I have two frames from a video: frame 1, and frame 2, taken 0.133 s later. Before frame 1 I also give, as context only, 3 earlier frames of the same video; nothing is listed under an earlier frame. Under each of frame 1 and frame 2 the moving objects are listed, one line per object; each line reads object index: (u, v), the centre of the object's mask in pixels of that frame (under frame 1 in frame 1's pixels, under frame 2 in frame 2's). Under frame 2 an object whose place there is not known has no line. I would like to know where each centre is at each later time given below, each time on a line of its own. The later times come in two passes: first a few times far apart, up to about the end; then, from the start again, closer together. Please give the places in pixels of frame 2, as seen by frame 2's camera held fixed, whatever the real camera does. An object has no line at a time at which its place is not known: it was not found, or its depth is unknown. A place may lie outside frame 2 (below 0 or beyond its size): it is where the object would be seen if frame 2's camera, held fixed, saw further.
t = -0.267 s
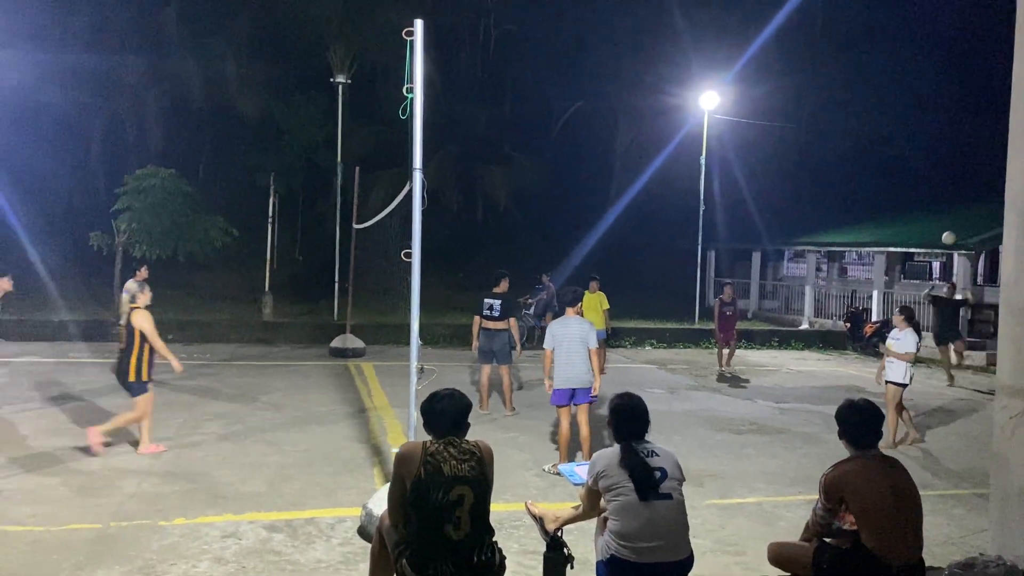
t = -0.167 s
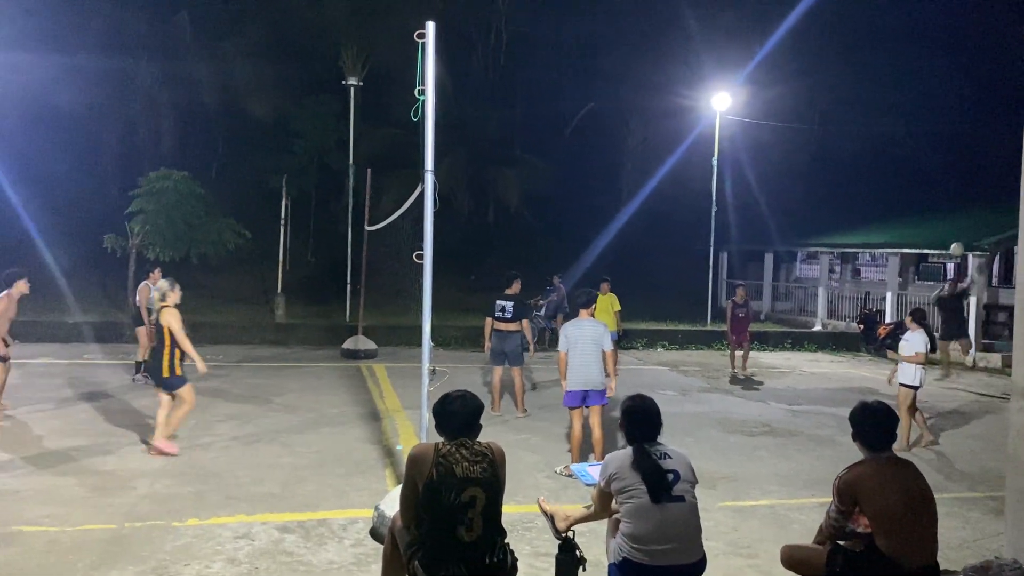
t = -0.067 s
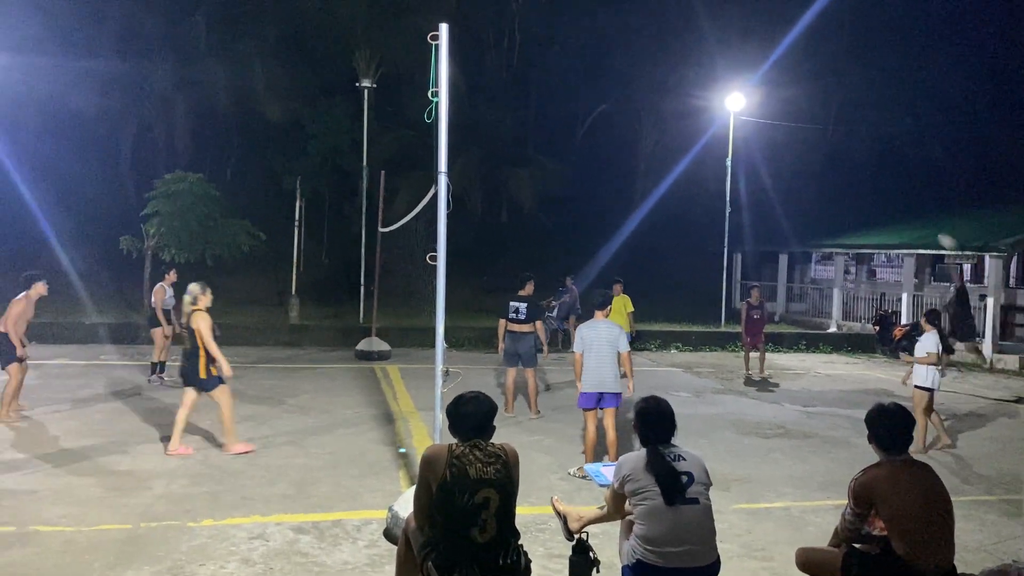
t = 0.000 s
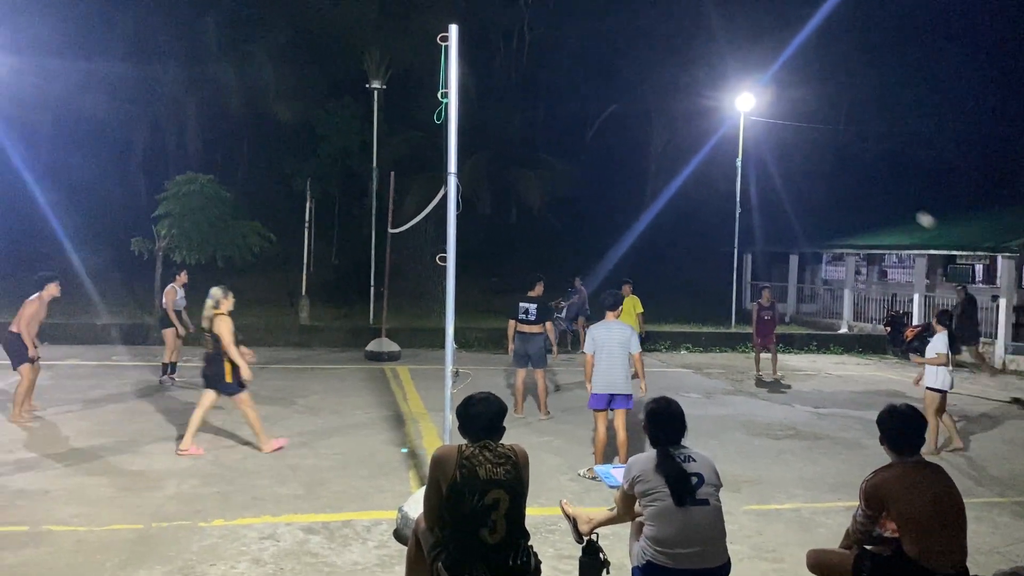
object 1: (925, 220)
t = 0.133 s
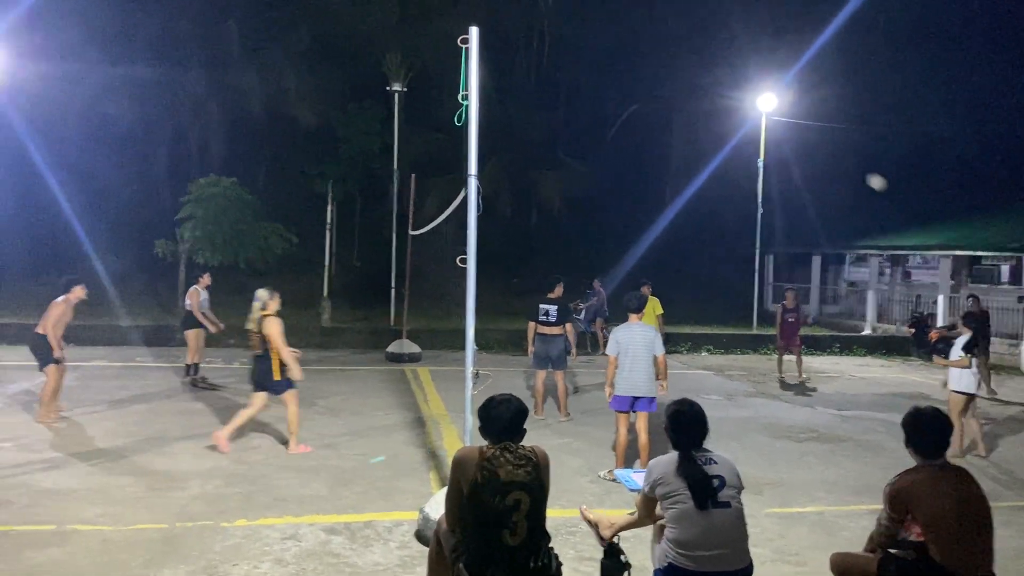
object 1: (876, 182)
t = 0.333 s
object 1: (762, 145)
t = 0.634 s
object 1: (563, 140)
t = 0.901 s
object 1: (356, 208)
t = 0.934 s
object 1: (328, 222)
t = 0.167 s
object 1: (859, 174)
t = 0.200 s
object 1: (840, 166)
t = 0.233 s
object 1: (822, 160)
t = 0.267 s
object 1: (805, 153)
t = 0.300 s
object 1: (786, 148)
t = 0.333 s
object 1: (762, 145)
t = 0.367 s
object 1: (742, 140)
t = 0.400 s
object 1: (719, 137)
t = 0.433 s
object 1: (699, 135)
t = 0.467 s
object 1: (677, 133)
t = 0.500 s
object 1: (655, 133)
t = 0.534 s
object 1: (633, 133)
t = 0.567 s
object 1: (610, 134)
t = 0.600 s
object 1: (587, 136)
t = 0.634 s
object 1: (563, 140)
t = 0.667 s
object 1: (538, 144)
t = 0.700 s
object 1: (508, 149)
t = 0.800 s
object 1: (436, 174)
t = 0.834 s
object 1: (408, 184)
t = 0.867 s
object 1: (383, 195)
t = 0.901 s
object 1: (356, 208)
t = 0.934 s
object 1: (328, 222)
